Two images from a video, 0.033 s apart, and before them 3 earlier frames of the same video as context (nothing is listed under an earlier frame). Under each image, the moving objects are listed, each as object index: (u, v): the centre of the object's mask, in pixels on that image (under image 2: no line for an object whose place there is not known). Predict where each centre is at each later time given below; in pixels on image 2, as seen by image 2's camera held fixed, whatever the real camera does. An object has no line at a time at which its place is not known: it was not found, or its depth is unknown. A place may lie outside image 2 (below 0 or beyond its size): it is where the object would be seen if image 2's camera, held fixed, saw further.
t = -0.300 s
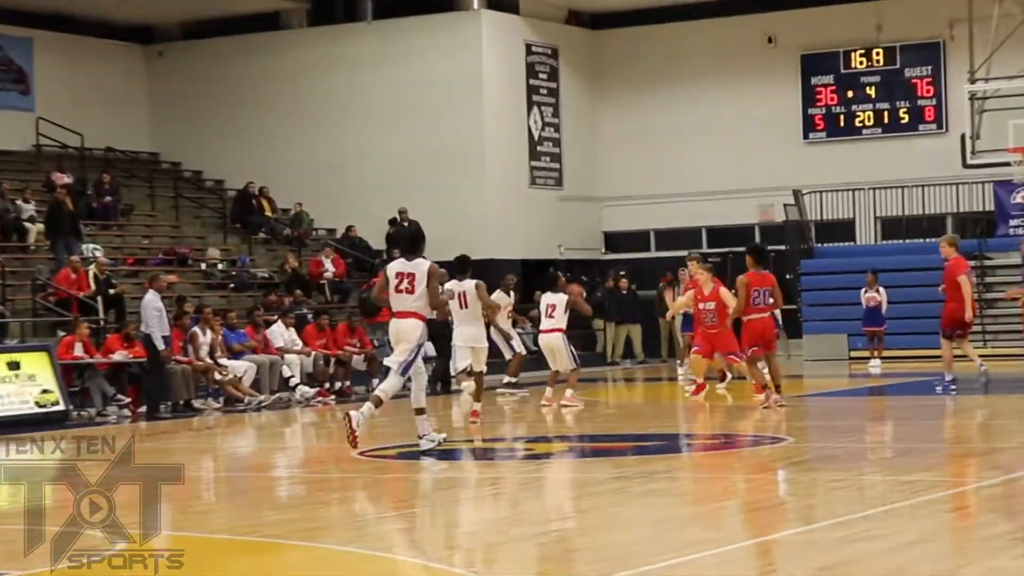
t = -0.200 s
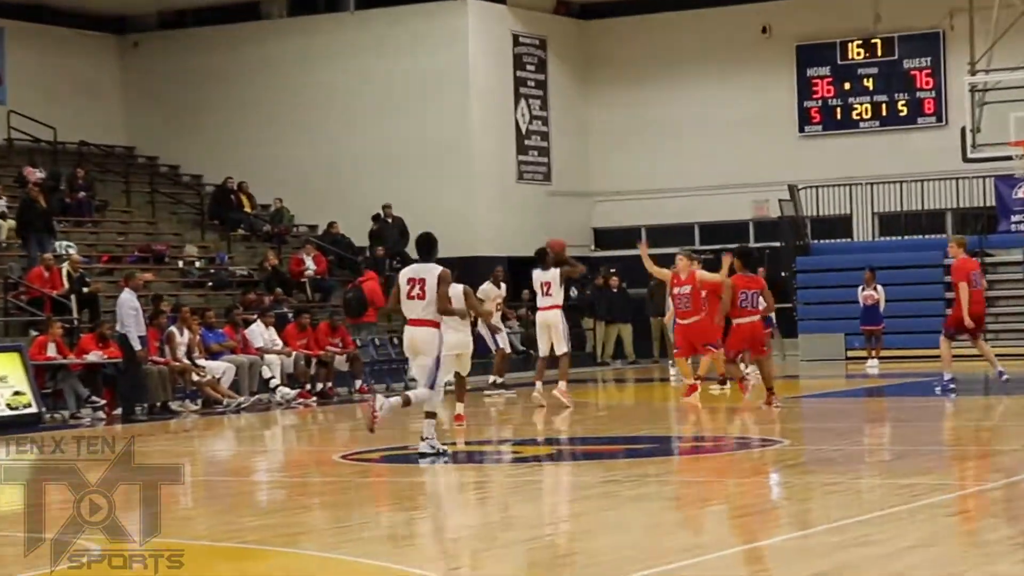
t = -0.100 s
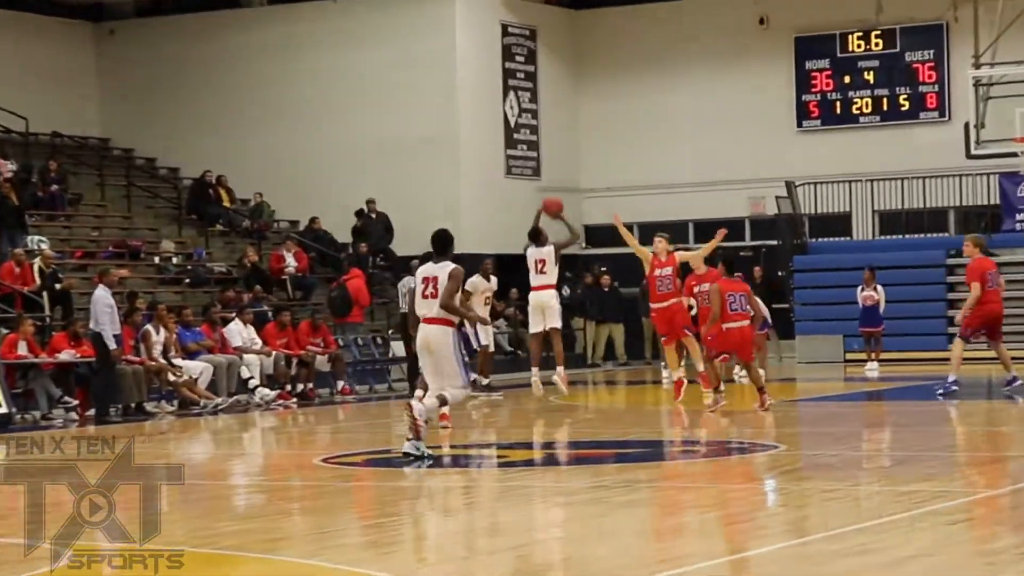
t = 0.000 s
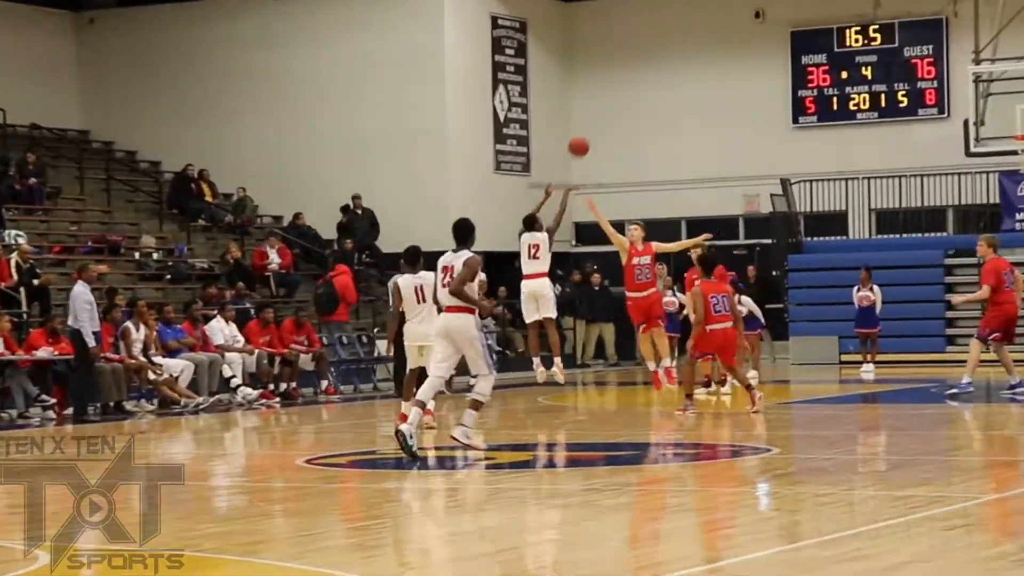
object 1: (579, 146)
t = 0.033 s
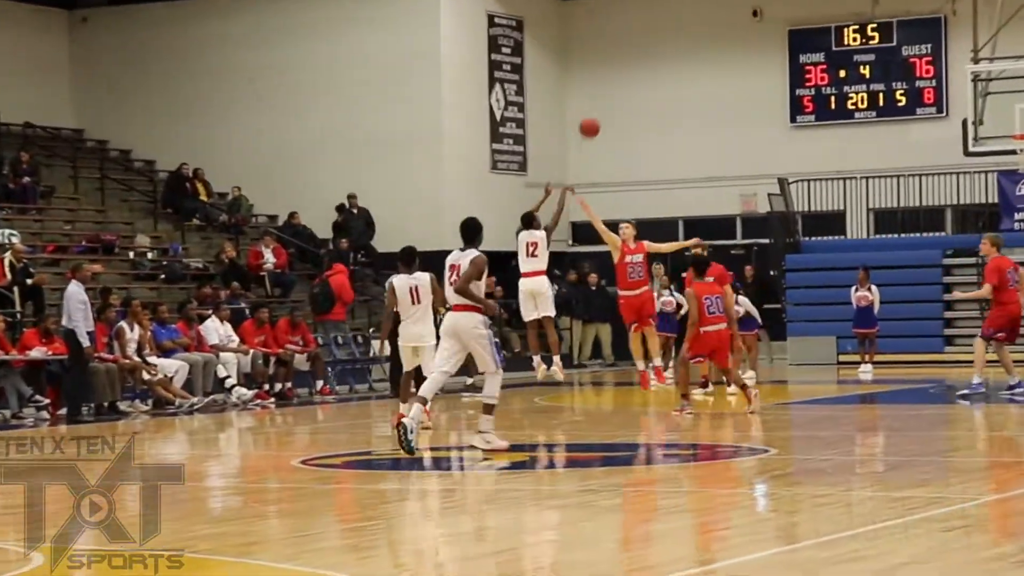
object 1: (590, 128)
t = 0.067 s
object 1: (604, 110)
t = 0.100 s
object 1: (618, 94)
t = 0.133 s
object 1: (632, 80)
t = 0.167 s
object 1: (647, 65)
